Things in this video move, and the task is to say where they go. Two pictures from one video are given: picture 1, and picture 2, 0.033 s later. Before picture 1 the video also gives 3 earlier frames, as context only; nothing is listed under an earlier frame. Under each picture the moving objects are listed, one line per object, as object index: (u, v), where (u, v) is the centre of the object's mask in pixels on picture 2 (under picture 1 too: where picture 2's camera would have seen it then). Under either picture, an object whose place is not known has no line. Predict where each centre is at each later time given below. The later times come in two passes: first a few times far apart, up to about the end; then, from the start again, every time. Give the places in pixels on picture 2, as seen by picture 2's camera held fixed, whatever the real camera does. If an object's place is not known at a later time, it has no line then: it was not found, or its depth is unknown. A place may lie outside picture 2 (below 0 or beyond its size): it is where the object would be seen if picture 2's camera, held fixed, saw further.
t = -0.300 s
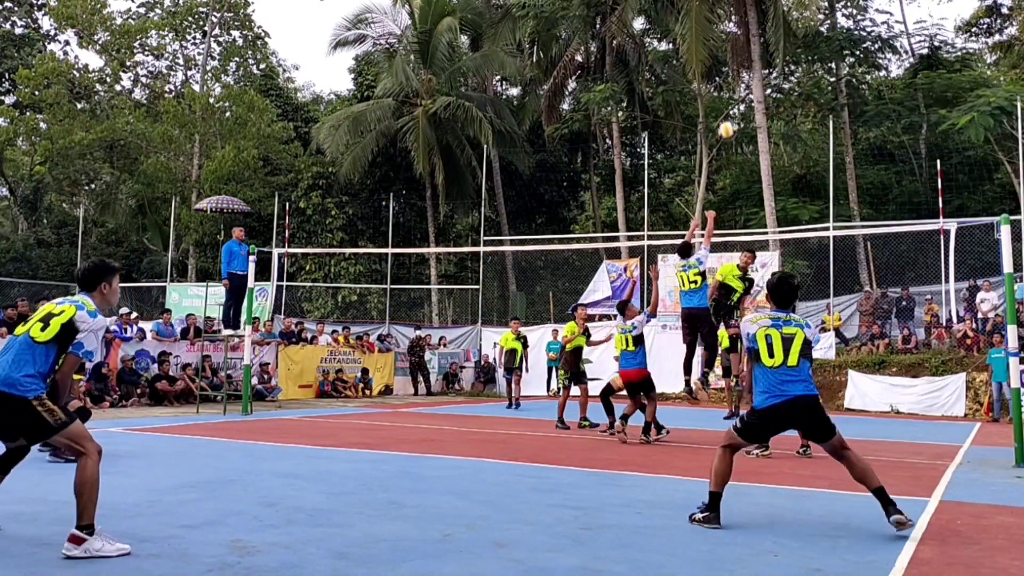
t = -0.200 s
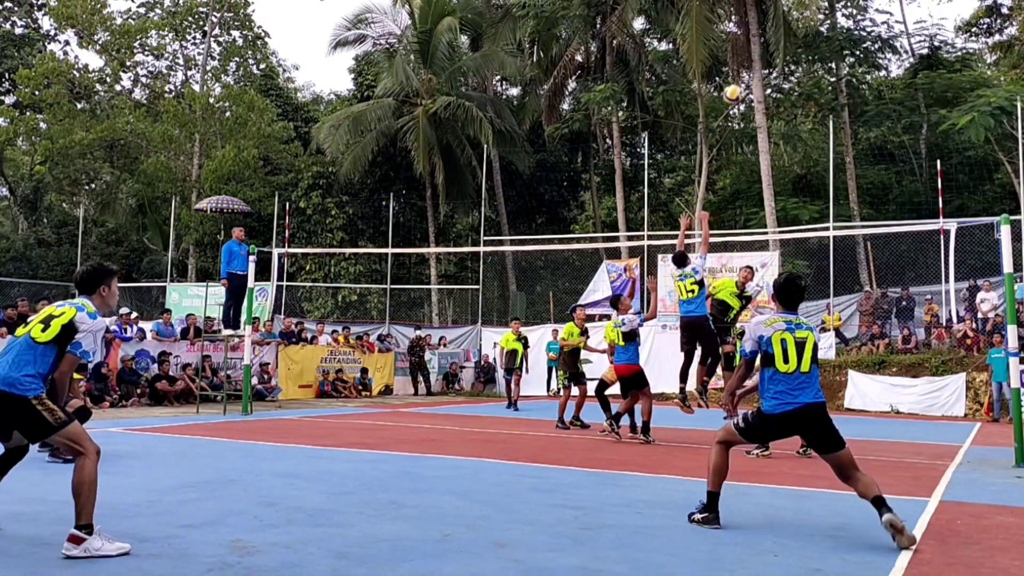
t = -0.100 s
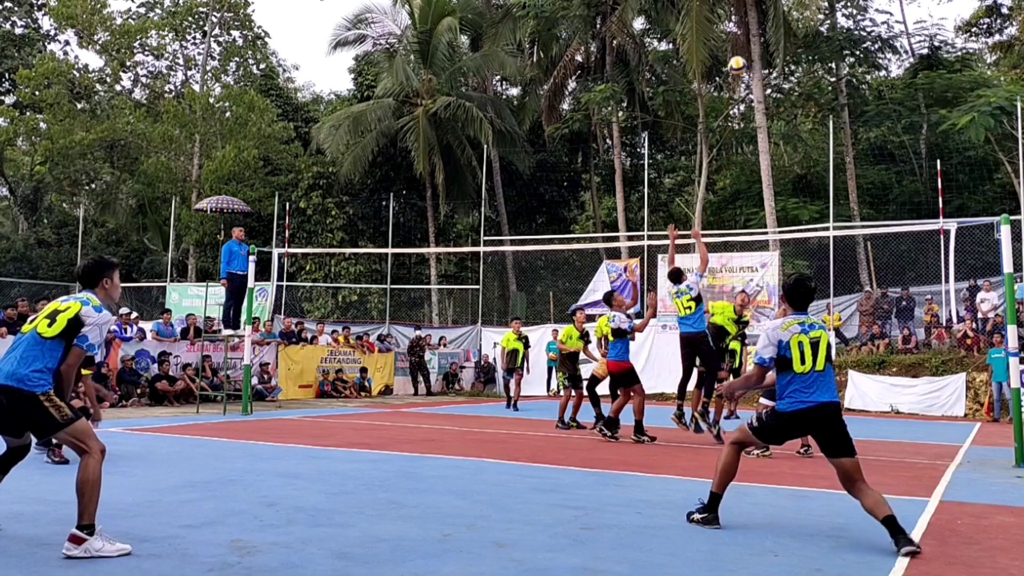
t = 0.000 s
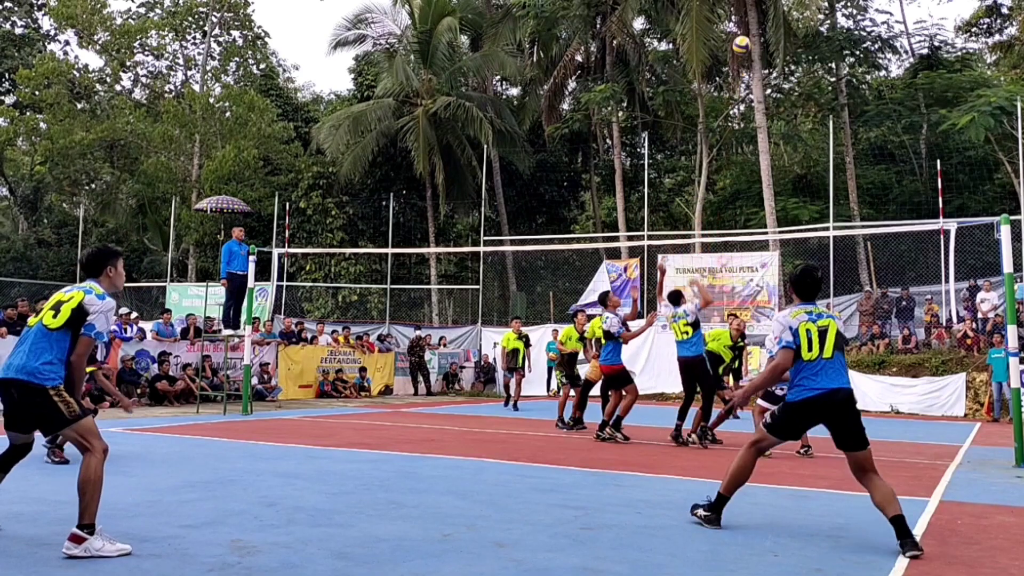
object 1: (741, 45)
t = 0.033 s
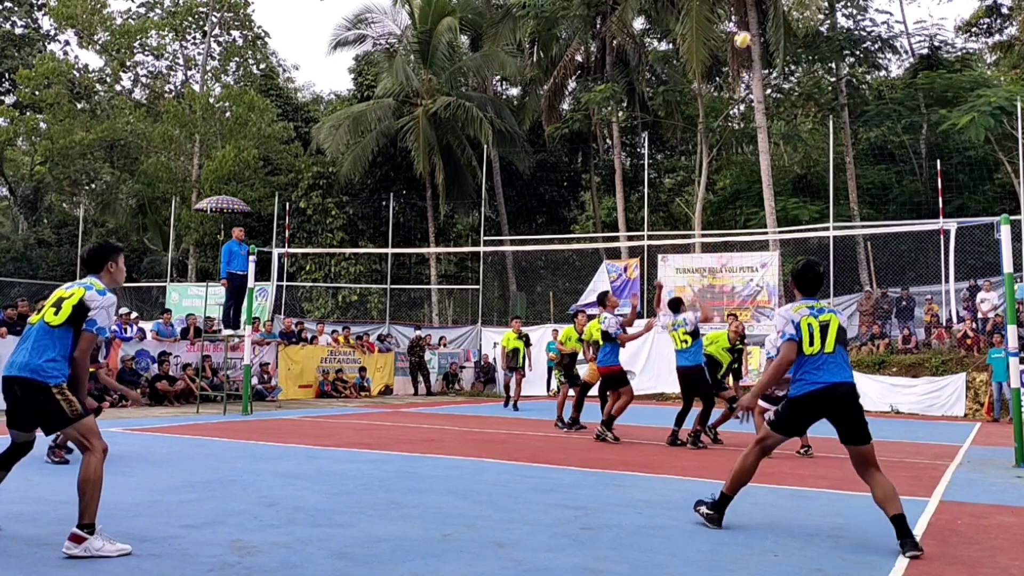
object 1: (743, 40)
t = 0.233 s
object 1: (751, 27)
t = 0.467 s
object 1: (760, 50)
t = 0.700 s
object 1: (769, 115)
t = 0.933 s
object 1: (777, 220)
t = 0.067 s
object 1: (744, 36)
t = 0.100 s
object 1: (746, 32)
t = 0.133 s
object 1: (747, 29)
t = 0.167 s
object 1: (748, 28)
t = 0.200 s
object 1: (750, 27)
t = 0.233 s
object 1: (751, 27)
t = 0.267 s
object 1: (752, 28)
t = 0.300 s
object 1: (753, 29)
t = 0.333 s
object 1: (755, 31)
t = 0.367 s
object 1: (756, 35)
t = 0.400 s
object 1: (758, 40)
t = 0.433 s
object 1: (759, 45)
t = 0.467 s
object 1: (760, 50)
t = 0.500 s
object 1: (761, 58)
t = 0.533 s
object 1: (762, 65)
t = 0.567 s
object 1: (764, 73)
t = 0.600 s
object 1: (764, 83)
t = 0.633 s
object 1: (766, 92)
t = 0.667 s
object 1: (768, 103)
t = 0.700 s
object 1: (769, 115)
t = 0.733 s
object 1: (770, 127)
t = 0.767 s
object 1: (772, 140)
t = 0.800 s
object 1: (773, 155)
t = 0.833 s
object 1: (774, 170)
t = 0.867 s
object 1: (775, 186)
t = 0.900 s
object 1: (776, 204)
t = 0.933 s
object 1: (777, 220)
